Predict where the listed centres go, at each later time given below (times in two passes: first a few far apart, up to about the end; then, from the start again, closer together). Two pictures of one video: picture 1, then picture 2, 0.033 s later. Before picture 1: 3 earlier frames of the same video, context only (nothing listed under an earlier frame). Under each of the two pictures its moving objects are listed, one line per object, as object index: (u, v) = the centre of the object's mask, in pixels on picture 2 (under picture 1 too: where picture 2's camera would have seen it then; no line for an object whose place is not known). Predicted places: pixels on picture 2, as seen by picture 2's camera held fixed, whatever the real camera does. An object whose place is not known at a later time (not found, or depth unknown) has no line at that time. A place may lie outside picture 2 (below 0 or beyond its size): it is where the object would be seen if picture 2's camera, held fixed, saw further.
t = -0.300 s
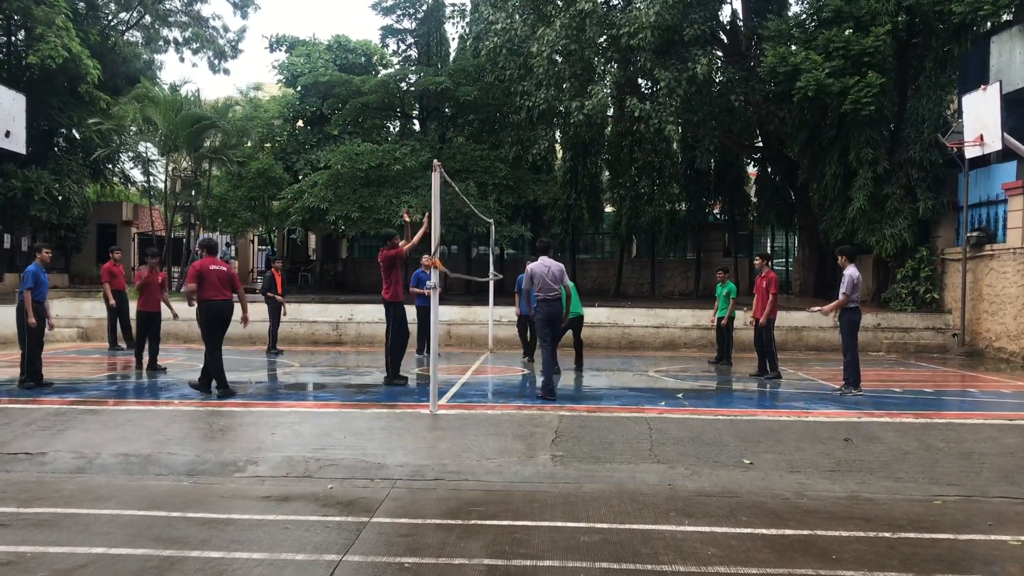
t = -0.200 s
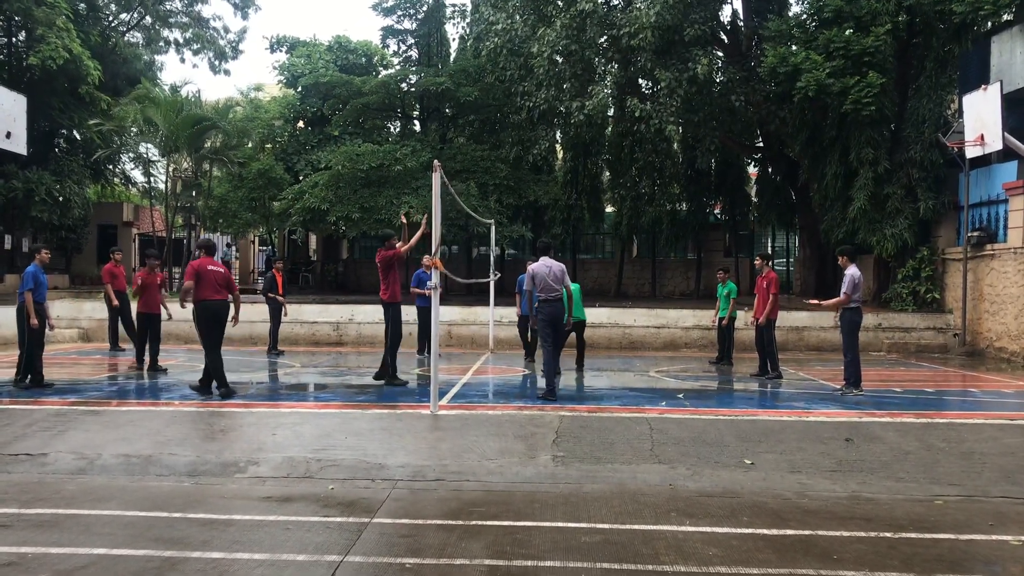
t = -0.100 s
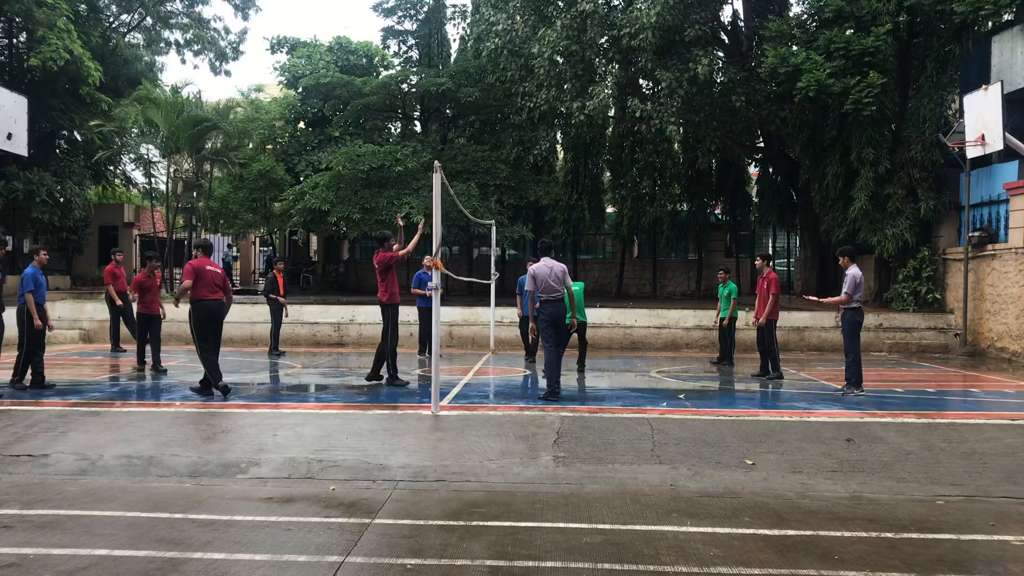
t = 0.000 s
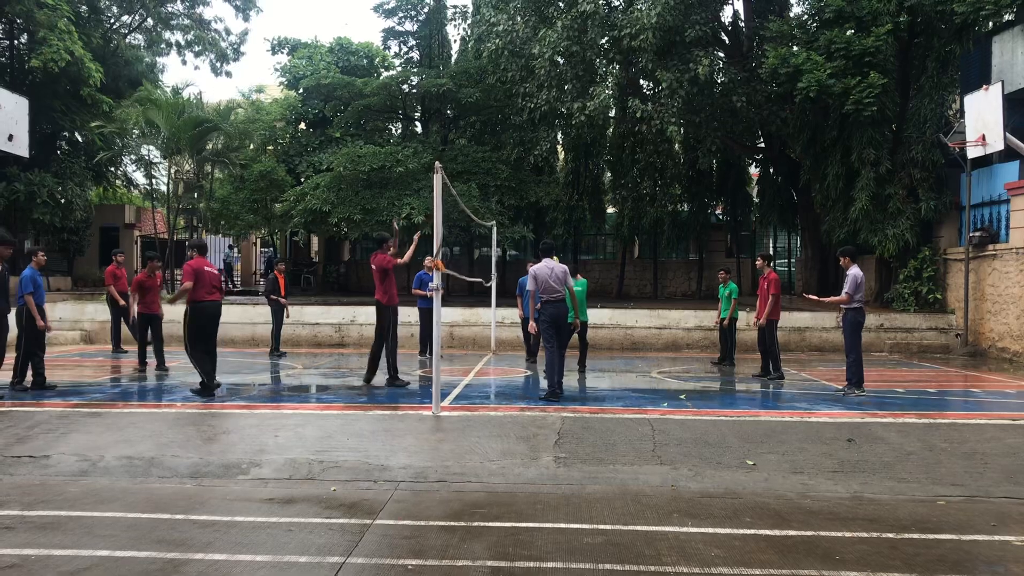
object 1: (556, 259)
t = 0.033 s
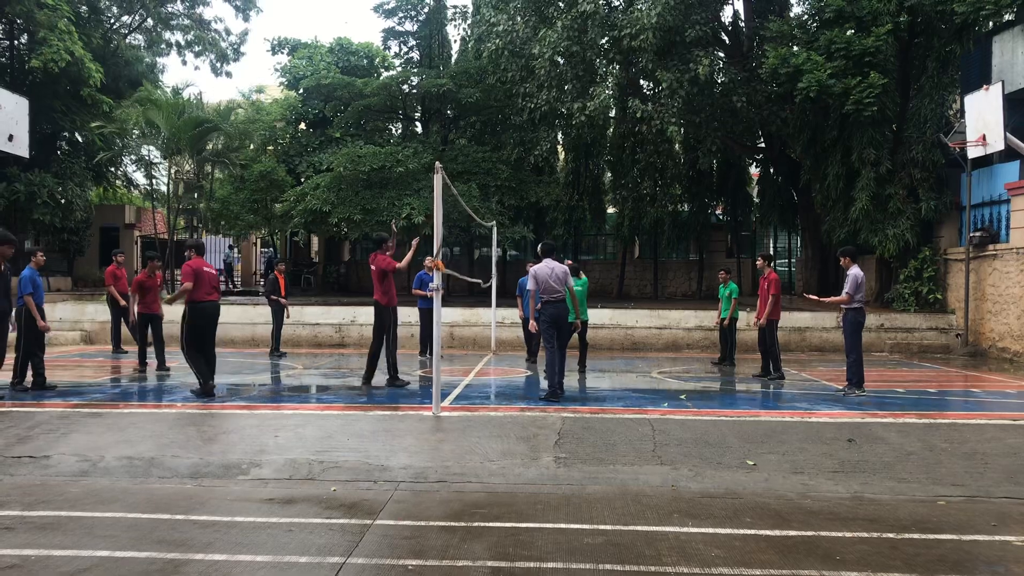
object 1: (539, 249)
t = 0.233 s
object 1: (498, 187)
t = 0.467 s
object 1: (443, 146)
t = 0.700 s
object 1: (387, 142)
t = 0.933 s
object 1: (331, 176)
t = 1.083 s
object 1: (294, 218)
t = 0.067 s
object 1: (537, 237)
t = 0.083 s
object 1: (532, 231)
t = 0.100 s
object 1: (529, 225)
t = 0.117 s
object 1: (525, 221)
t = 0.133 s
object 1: (521, 215)
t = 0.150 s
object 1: (517, 210)
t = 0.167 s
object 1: (513, 205)
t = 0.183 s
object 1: (510, 200)
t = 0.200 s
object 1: (506, 195)
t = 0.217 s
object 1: (502, 191)
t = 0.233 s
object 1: (498, 187)
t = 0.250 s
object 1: (494, 183)
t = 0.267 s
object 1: (490, 179)
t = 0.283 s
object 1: (486, 176)
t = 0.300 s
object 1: (482, 171)
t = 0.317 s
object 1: (478, 168)
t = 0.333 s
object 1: (475, 165)
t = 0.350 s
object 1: (471, 162)
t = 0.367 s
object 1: (467, 160)
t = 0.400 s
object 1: (459, 155)
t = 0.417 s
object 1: (455, 152)
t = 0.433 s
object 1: (451, 150)
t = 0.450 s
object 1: (447, 148)
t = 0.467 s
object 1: (443, 146)
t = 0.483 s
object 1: (439, 144)
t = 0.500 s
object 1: (436, 143)
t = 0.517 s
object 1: (432, 142)
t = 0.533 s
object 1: (428, 142)
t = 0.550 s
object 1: (423, 139)
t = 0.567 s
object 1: (419, 138)
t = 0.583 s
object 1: (416, 138)
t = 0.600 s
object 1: (411, 139)
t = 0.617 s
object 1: (407, 139)
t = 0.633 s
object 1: (404, 139)
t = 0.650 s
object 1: (400, 139)
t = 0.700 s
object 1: (387, 142)
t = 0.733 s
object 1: (379, 144)
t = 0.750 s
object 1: (375, 145)
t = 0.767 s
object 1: (371, 146)
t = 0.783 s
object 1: (367, 149)
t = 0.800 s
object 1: (363, 152)
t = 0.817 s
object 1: (359, 153)
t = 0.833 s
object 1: (355, 157)
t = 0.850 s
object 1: (350, 159)
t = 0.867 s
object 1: (346, 164)
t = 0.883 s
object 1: (343, 165)
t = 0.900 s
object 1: (338, 168)
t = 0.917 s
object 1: (336, 173)
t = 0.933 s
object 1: (331, 176)
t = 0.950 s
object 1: (327, 181)
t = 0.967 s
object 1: (323, 184)
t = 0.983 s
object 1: (319, 190)
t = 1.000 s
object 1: (315, 193)
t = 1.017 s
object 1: (311, 199)
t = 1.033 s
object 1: (307, 203)
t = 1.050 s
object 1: (303, 207)
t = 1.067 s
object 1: (298, 215)
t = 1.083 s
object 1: (294, 218)
